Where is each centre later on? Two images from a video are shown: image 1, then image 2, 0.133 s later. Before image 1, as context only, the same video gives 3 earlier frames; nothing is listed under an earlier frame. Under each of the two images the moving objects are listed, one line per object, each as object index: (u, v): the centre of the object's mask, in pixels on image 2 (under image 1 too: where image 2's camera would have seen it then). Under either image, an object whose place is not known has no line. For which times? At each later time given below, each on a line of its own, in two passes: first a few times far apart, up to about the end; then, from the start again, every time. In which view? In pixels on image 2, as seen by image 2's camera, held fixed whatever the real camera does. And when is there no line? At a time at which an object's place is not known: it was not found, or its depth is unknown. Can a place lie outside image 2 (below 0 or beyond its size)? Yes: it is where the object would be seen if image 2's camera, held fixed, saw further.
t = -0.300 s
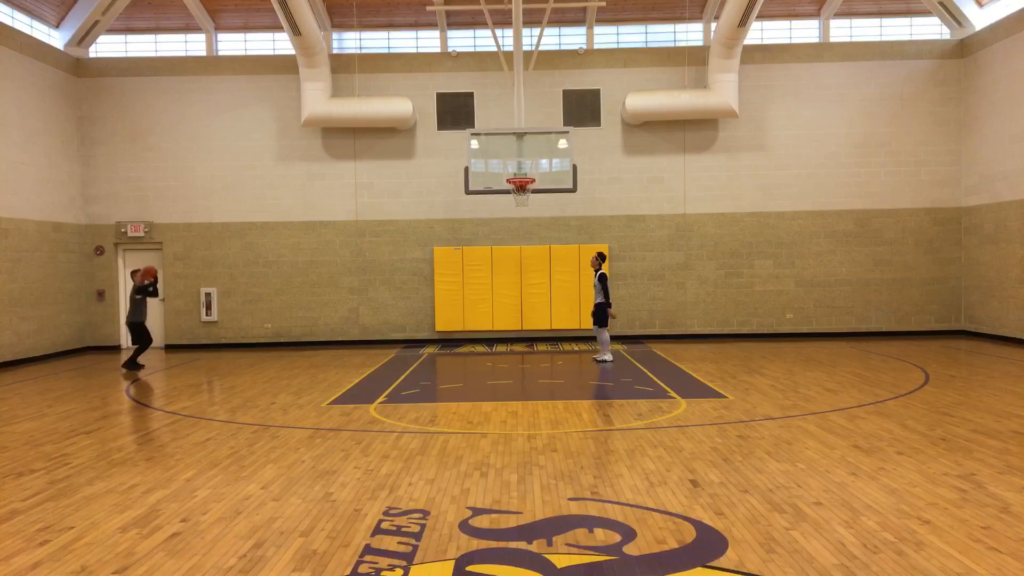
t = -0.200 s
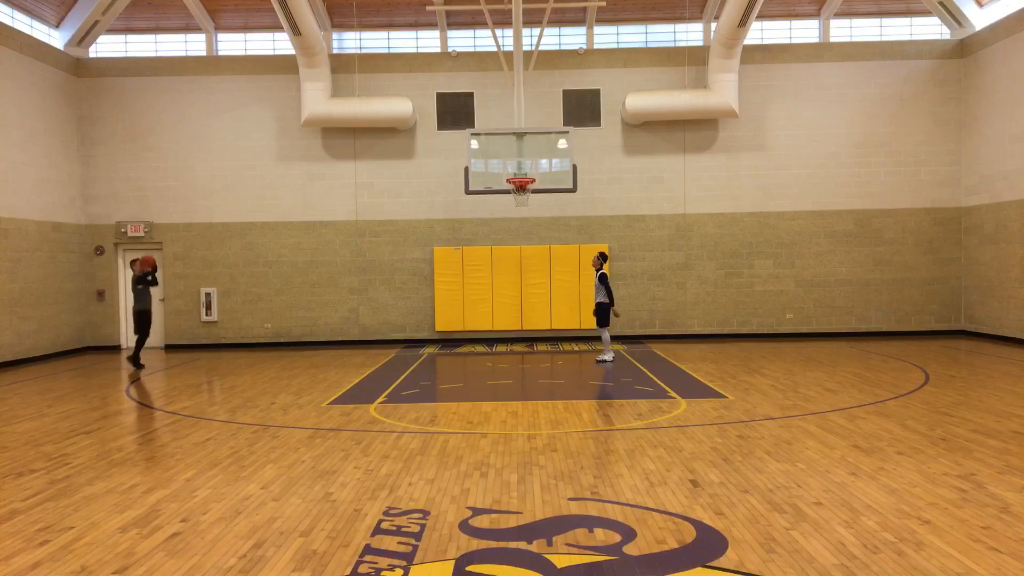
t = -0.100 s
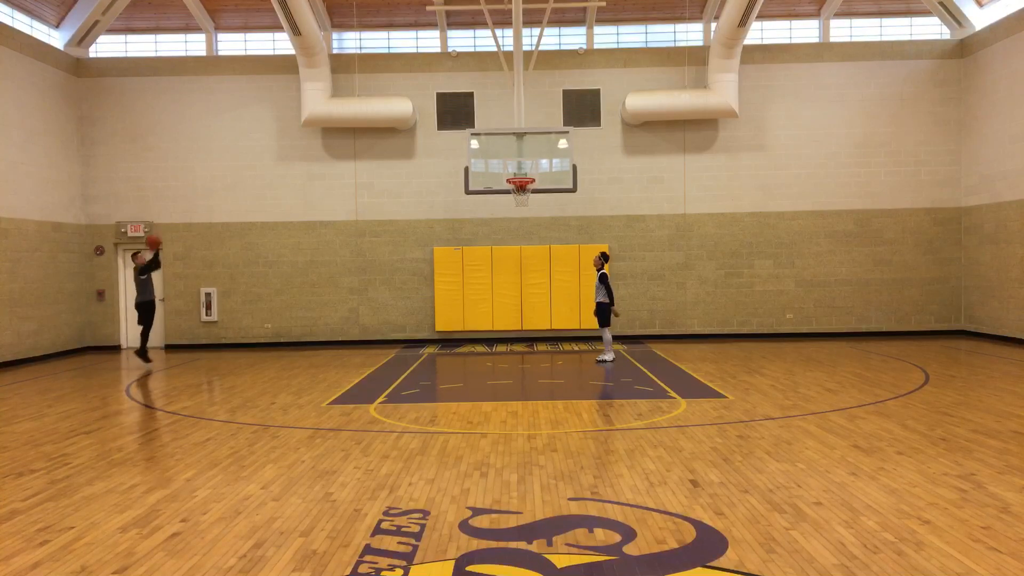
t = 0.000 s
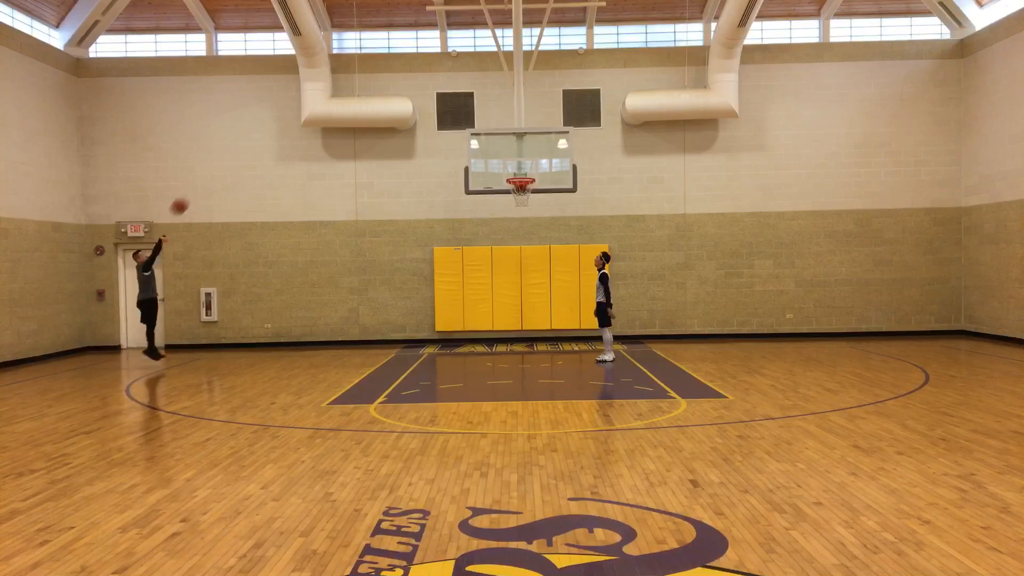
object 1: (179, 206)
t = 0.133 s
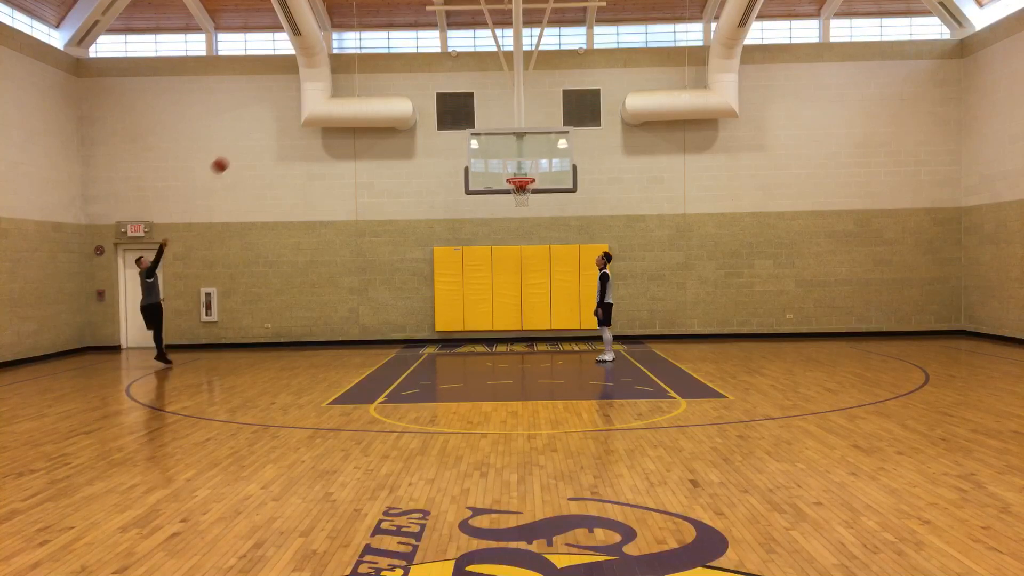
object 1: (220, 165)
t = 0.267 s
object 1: (260, 134)
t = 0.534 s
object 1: (340, 103)
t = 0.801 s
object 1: (422, 113)
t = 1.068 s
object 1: (503, 162)
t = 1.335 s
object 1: (529, 185)
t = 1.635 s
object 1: (513, 205)
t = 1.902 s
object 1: (512, 253)
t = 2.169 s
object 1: (511, 337)
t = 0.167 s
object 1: (230, 156)
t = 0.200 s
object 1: (240, 149)
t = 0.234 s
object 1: (250, 141)
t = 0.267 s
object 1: (260, 134)
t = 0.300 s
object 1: (270, 128)
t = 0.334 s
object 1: (280, 123)
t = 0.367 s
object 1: (290, 118)
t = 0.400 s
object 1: (300, 114)
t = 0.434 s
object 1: (310, 110)
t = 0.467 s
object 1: (321, 107)
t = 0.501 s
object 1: (331, 105)
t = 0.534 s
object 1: (340, 103)
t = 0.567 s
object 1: (350, 101)
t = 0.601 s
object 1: (361, 101)
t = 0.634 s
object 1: (371, 102)
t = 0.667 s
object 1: (381, 103)
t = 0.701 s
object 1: (392, 104)
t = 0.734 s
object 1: (401, 106)
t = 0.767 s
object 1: (413, 109)
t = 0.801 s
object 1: (422, 113)
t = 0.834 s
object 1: (432, 116)
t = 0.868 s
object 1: (443, 121)
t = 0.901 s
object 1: (453, 126)
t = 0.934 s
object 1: (462, 132)
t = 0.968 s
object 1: (472, 139)
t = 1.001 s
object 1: (483, 146)
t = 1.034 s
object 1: (493, 153)
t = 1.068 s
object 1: (503, 162)
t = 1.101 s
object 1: (513, 170)
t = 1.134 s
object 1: (522, 181)
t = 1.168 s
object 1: (525, 185)
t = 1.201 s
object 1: (530, 187)
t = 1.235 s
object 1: (531, 189)
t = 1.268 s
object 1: (533, 188)
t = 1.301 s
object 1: (533, 188)
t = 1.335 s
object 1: (529, 185)
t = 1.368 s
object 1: (522, 192)
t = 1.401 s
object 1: (522, 190)
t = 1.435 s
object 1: (521, 193)
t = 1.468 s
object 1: (518, 194)
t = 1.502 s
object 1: (517, 196)
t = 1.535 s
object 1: (514, 199)
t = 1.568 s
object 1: (514, 200)
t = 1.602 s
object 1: (513, 203)
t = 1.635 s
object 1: (513, 205)
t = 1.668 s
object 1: (513, 208)
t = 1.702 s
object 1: (512, 212)
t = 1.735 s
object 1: (512, 218)
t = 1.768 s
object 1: (512, 224)
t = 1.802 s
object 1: (512, 230)
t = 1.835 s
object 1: (512, 237)
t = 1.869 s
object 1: (512, 244)
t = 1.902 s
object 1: (512, 253)
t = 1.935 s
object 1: (512, 261)
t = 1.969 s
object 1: (511, 271)
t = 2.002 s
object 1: (511, 280)
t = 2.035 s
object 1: (511, 291)
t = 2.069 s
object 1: (511, 301)
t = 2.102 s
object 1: (511, 313)
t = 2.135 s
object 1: (511, 324)
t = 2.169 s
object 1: (511, 337)
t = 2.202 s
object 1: (511, 350)
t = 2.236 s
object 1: (511, 345)
